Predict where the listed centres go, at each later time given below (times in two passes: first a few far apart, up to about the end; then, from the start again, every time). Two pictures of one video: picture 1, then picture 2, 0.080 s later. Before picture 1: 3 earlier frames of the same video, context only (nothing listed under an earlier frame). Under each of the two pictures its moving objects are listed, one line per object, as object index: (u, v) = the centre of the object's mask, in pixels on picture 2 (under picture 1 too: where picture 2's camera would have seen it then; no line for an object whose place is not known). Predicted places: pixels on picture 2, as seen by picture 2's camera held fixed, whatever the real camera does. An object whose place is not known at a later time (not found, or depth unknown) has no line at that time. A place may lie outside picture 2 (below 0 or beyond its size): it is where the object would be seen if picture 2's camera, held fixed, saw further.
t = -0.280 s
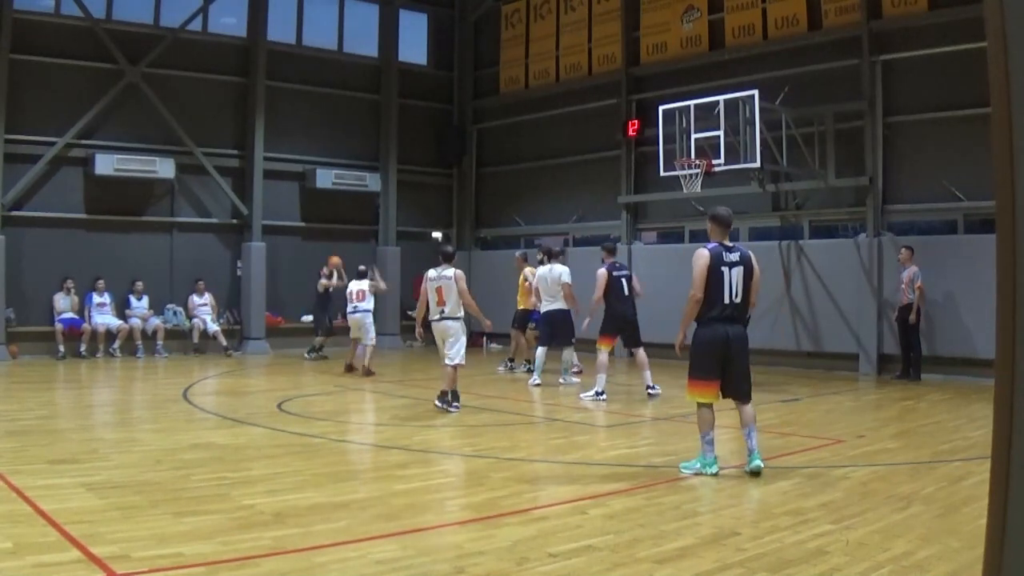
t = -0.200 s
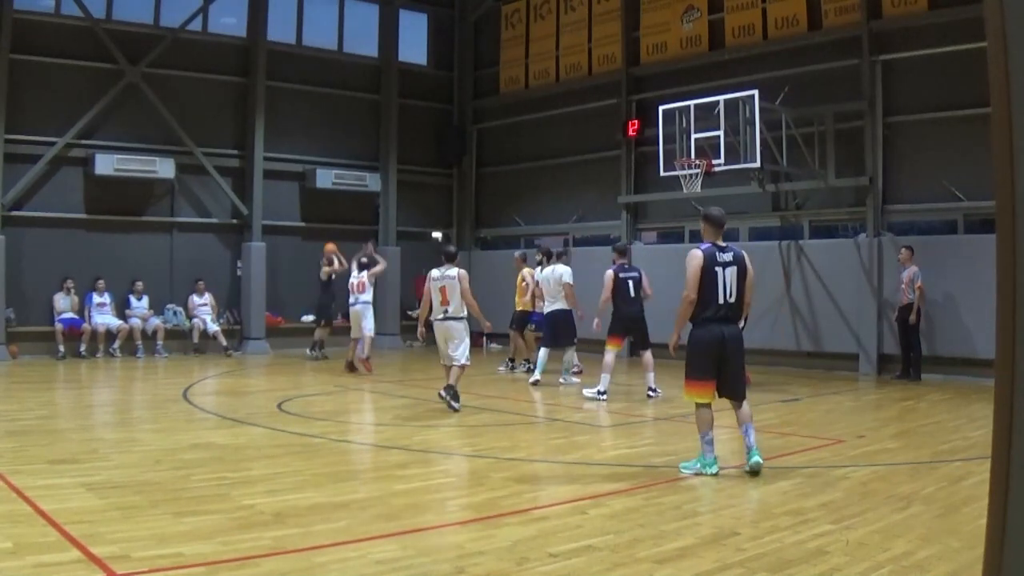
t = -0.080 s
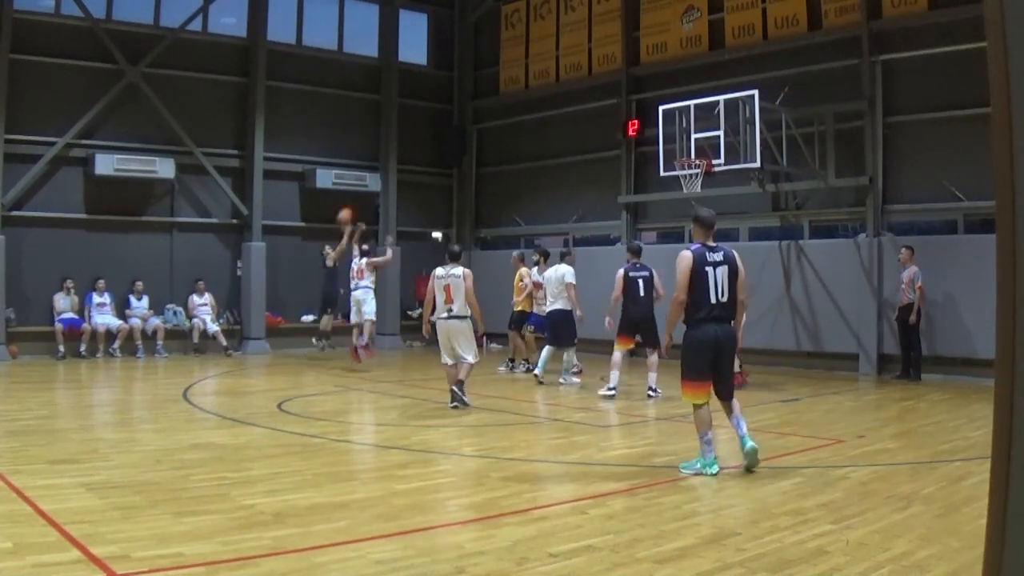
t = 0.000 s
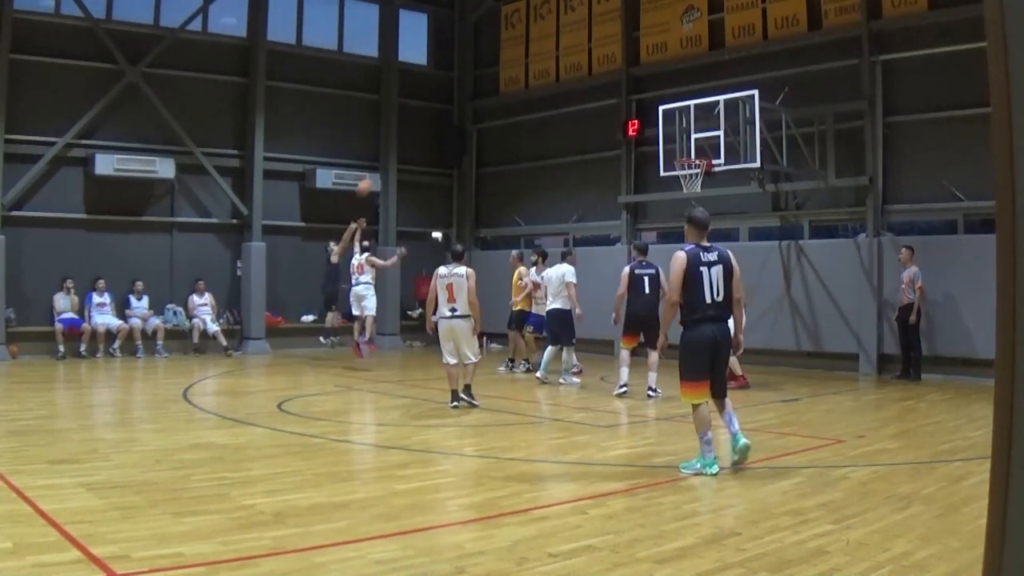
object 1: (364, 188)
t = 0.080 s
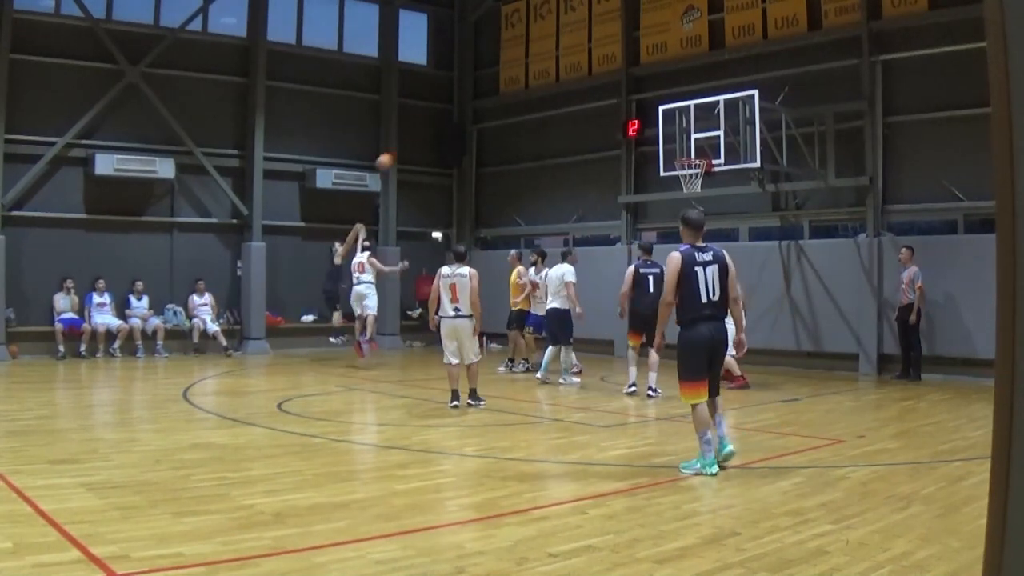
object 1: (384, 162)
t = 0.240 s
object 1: (425, 120)
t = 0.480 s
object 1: (489, 82)
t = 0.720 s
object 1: (558, 77)
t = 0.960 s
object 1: (634, 110)
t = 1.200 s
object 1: (708, 175)
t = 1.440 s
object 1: (706, 179)
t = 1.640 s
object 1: (702, 212)
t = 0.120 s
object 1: (394, 149)
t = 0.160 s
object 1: (404, 139)
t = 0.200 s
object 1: (414, 129)
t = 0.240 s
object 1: (425, 120)
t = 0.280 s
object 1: (435, 111)
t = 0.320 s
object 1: (445, 104)
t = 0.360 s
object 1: (456, 97)
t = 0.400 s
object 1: (467, 91)
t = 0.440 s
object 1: (478, 86)
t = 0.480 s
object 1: (489, 82)
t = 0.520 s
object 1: (501, 79)
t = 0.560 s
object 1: (512, 76)
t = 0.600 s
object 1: (523, 75)
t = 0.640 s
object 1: (535, 76)
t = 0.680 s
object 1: (546, 75)
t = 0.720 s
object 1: (558, 77)
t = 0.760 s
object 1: (570, 80)
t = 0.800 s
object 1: (582, 83)
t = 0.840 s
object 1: (595, 88)
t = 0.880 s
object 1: (607, 94)
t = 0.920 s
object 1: (621, 101)
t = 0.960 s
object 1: (634, 110)
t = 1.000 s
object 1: (646, 119)
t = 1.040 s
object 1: (660, 129)
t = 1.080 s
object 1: (674, 142)
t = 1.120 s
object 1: (685, 154)
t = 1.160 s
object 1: (701, 169)
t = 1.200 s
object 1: (708, 175)
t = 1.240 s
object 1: (709, 174)
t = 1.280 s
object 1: (708, 173)
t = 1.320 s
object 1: (708, 174)
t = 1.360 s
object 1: (707, 174)
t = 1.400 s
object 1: (706, 176)
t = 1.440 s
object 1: (706, 179)
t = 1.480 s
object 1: (706, 182)
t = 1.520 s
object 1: (705, 189)
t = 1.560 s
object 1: (703, 196)
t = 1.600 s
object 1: (703, 204)
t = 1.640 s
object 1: (702, 212)
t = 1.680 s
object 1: (701, 224)
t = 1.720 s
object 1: (701, 235)
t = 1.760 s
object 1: (700, 247)
